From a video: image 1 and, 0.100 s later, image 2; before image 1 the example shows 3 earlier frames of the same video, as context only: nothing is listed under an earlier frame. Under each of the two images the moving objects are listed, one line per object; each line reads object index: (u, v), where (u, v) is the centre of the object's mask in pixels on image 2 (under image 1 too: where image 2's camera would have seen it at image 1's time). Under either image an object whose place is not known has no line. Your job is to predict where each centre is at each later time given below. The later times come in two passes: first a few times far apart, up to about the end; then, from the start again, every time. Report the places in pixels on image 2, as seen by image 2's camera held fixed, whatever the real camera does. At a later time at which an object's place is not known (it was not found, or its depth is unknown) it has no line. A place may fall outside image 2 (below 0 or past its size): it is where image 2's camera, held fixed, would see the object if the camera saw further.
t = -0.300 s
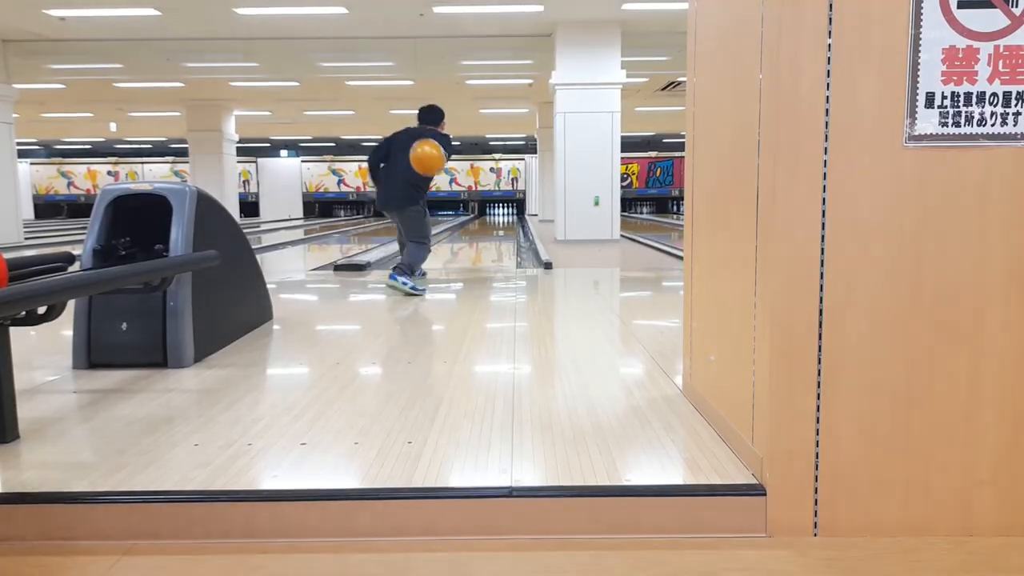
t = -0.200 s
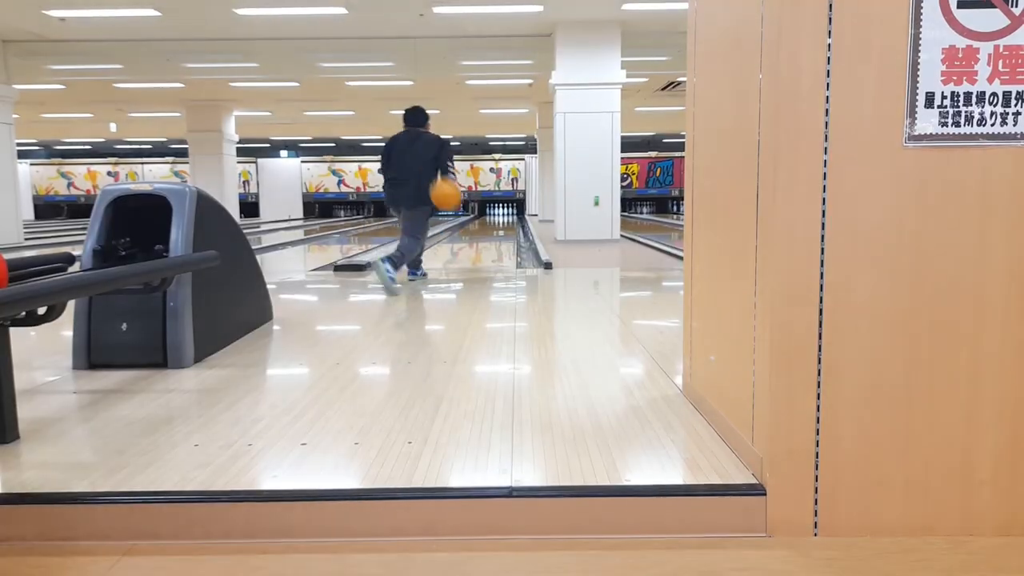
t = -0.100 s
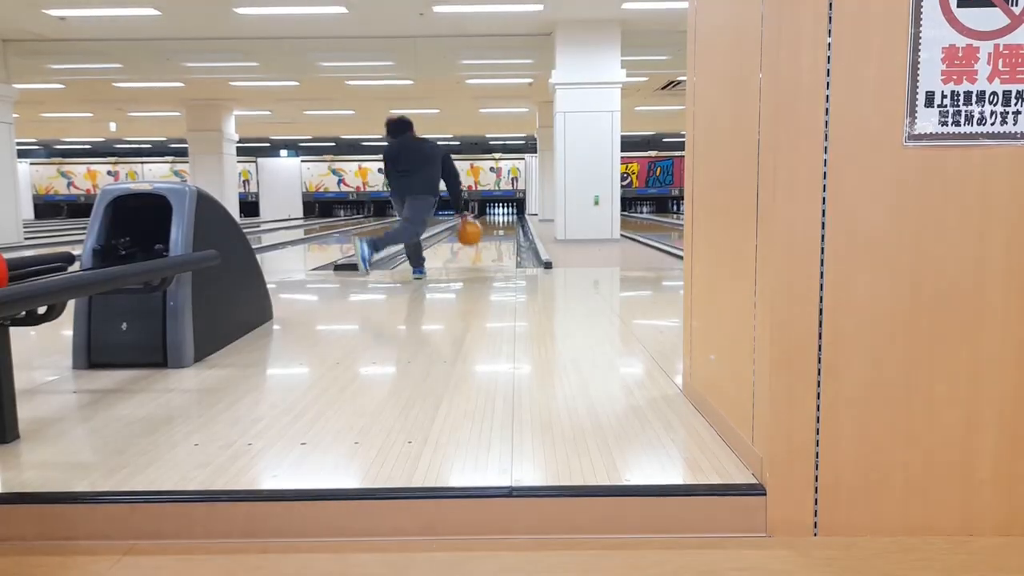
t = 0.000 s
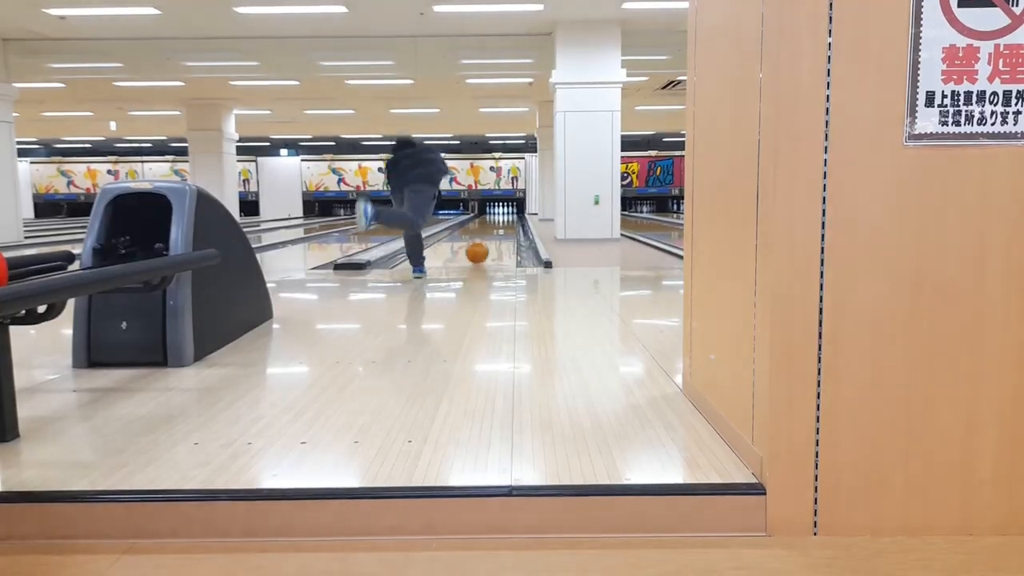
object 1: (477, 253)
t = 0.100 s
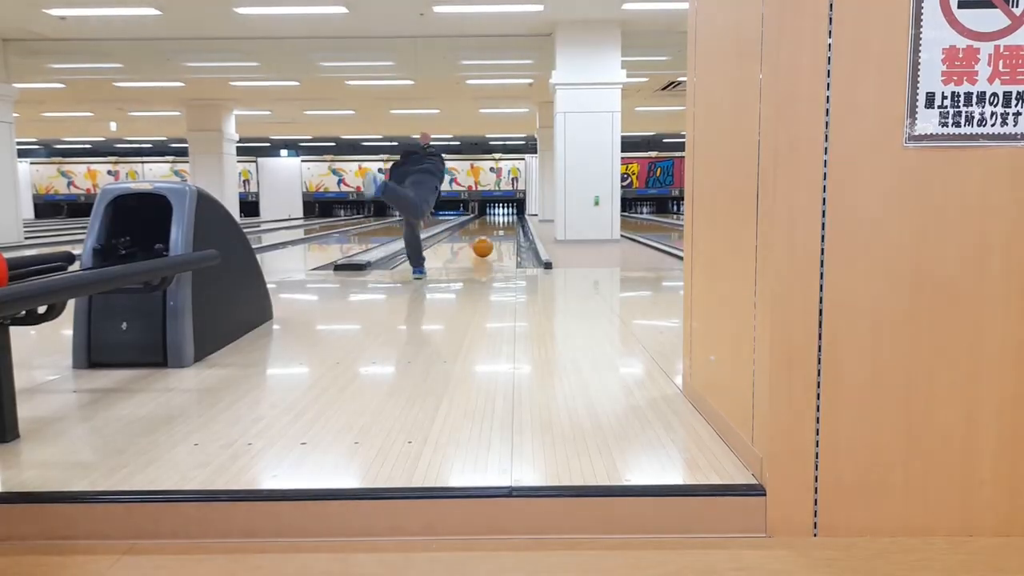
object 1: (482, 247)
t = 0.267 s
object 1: (489, 239)
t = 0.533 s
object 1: (497, 231)
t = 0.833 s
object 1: (501, 225)
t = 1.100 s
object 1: (505, 221)
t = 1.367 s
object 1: (507, 218)
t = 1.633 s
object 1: (508, 216)
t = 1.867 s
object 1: (510, 214)
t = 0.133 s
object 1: (484, 246)
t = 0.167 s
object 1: (486, 244)
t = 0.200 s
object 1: (487, 242)
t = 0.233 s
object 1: (488, 240)
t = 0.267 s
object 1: (489, 239)
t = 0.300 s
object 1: (490, 238)
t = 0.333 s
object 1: (491, 237)
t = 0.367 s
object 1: (492, 235)
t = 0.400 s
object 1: (493, 234)
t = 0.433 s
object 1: (495, 233)
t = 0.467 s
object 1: (495, 232)
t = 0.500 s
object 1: (496, 232)
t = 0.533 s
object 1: (497, 231)
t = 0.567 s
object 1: (498, 230)
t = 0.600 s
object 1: (498, 229)
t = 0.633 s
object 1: (499, 228)
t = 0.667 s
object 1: (499, 228)
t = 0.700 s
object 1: (499, 227)
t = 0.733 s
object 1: (500, 226)
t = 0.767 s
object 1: (500, 226)
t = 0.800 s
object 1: (500, 225)
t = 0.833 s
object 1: (501, 225)
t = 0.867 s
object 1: (501, 225)
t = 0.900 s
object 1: (502, 224)
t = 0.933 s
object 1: (503, 224)
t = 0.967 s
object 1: (504, 223)
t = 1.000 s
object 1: (504, 223)
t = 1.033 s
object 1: (504, 222)
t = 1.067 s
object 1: (505, 221)
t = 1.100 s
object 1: (505, 221)
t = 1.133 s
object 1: (505, 221)
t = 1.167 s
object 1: (505, 220)
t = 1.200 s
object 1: (506, 220)
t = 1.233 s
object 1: (506, 220)
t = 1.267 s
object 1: (507, 219)
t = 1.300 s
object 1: (507, 219)
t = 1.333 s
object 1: (507, 219)
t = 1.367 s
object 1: (507, 218)
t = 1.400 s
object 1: (507, 218)
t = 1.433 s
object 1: (507, 217)
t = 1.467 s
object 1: (508, 217)
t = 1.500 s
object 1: (508, 217)
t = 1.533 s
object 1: (508, 217)
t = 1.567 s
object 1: (508, 217)
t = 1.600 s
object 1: (508, 216)
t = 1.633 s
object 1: (508, 216)
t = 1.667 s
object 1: (508, 216)
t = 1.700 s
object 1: (509, 215)
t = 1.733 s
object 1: (509, 215)
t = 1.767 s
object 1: (509, 215)
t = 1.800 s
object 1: (509, 215)
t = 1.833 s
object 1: (509, 214)
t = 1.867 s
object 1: (510, 214)
